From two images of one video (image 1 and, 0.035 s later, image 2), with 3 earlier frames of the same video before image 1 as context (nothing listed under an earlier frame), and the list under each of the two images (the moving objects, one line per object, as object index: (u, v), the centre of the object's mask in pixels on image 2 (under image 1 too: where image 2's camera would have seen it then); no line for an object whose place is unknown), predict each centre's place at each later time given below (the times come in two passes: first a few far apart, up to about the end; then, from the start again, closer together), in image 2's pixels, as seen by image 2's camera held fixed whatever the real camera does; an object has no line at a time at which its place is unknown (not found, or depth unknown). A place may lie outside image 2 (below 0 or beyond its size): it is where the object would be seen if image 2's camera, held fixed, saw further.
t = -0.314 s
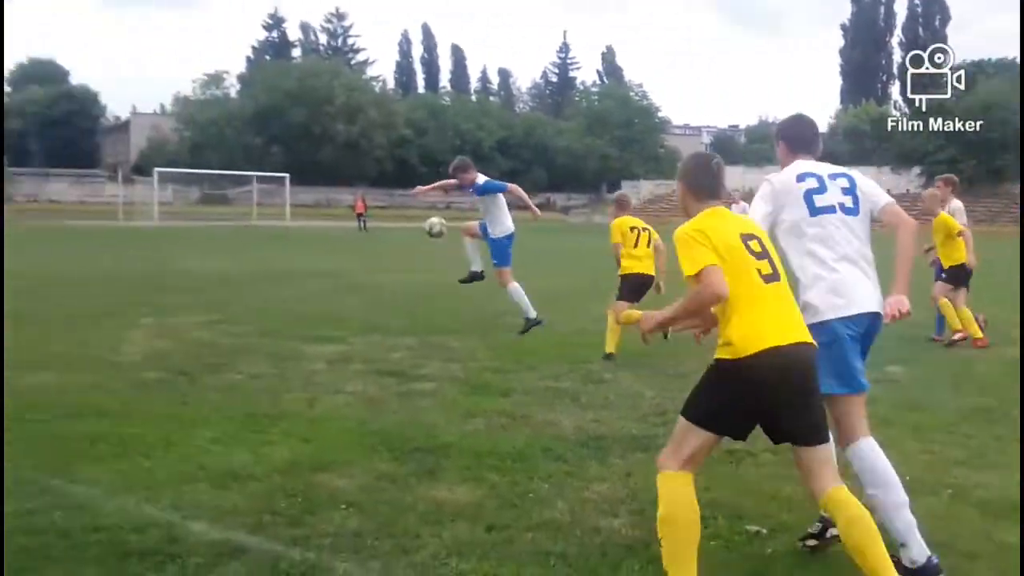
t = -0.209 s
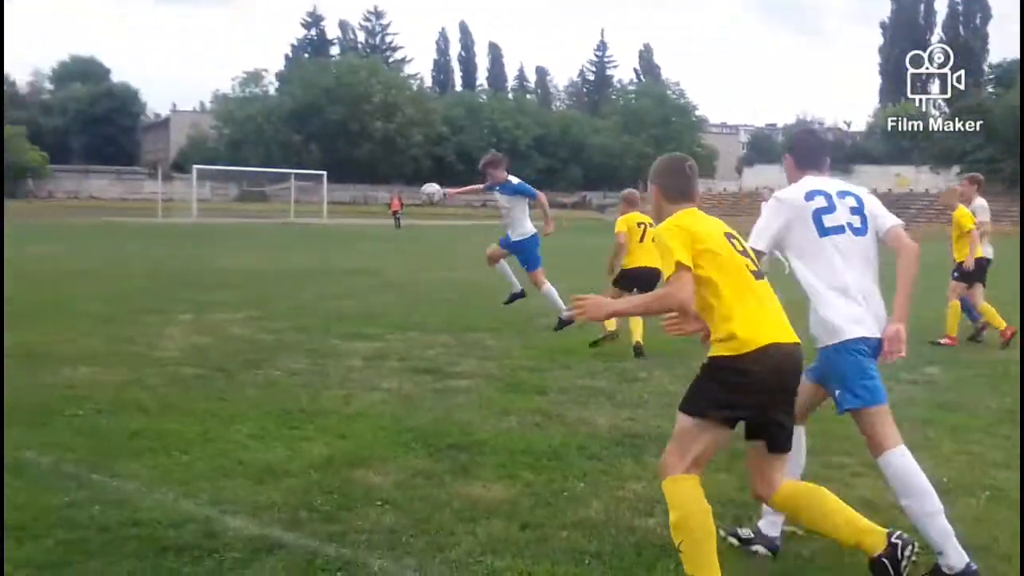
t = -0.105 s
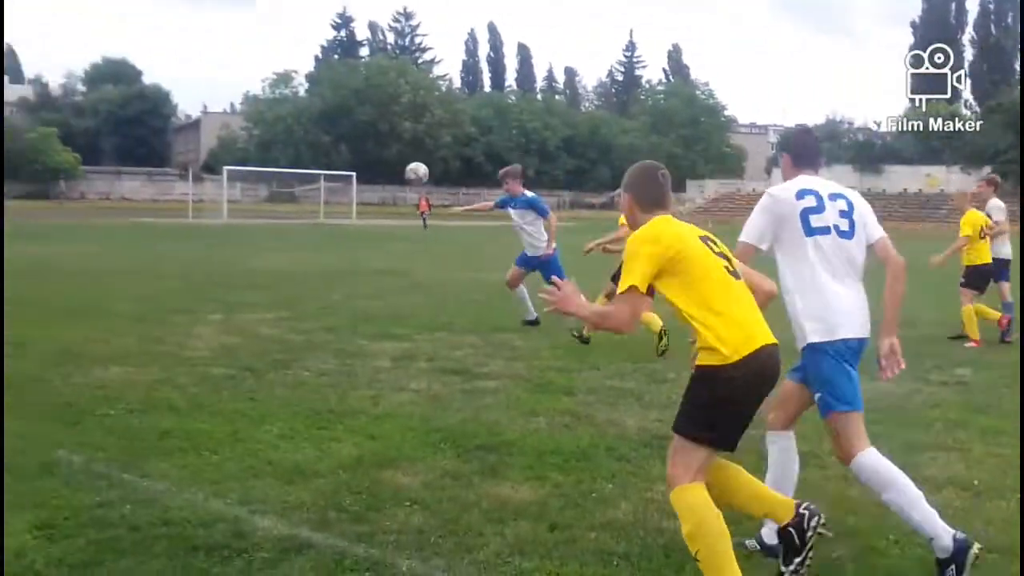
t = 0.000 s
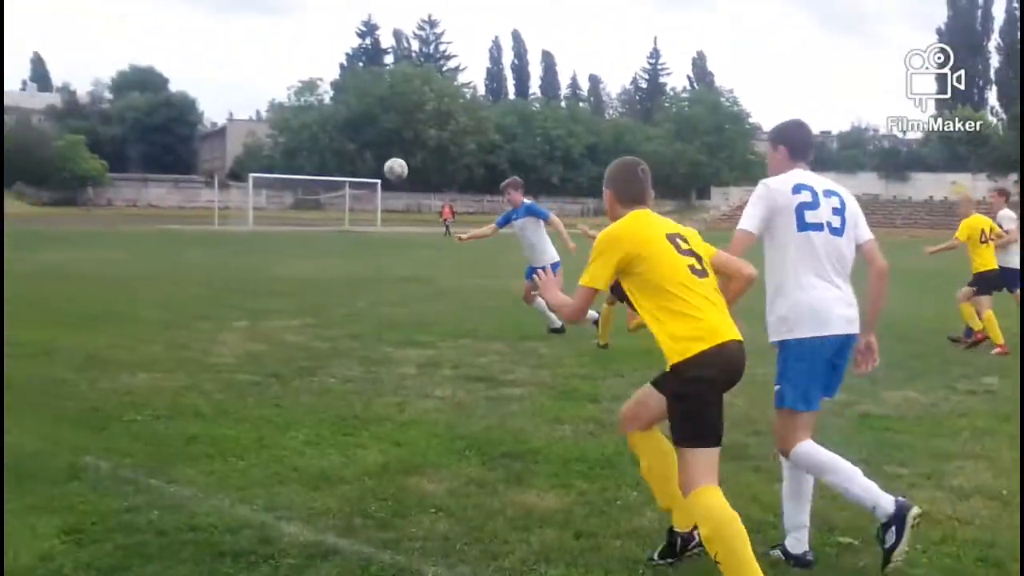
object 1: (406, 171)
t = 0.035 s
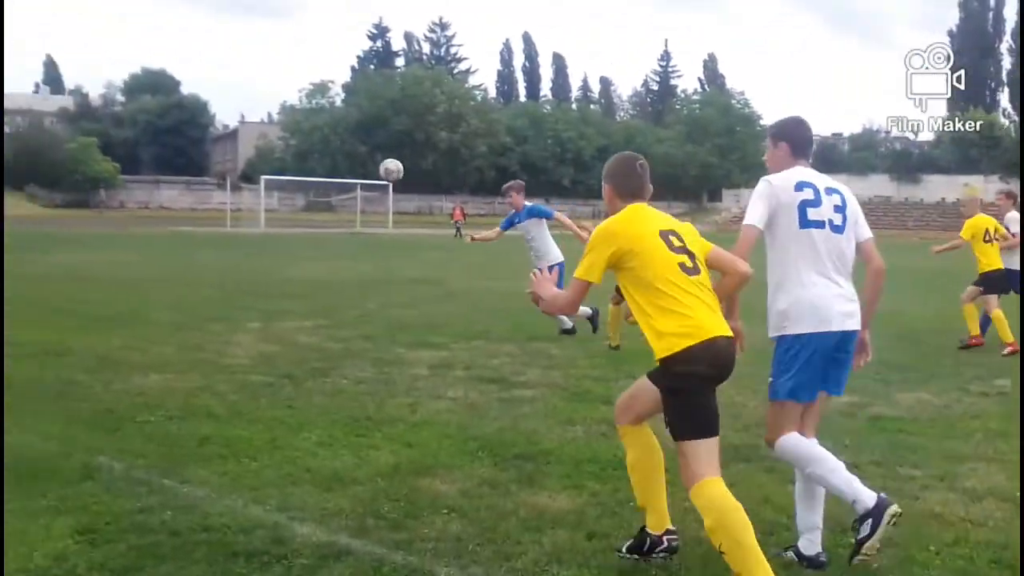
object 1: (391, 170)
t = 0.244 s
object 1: (293, 192)
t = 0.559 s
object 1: (116, 327)
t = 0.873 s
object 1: (-18, 247)
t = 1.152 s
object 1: (-148, 227)
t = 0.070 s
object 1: (375, 171)
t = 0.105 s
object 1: (359, 172)
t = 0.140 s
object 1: (343, 174)
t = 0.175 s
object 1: (327, 178)
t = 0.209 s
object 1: (309, 185)
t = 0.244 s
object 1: (293, 192)
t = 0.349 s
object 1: (237, 222)
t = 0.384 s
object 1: (218, 235)
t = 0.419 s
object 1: (198, 250)
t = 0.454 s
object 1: (178, 266)
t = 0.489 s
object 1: (158, 285)
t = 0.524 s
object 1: (138, 305)
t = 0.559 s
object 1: (116, 327)
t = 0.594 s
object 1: (95, 349)
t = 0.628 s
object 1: (81, 338)
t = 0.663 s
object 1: (67, 322)
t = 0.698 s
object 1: (54, 306)
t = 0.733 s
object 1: (40, 292)
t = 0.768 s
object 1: (25, 278)
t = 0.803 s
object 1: (10, 266)
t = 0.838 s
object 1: (-3, 256)
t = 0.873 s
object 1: (-18, 247)
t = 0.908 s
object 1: (-33, 239)
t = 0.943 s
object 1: (-48, 233)
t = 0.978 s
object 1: (-66, 227)
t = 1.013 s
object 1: (-81, 225)
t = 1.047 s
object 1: (-98, 222)
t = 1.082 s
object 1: (-115, 221)
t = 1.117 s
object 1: (-131, 224)
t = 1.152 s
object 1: (-148, 227)
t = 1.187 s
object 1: (-167, 231)
